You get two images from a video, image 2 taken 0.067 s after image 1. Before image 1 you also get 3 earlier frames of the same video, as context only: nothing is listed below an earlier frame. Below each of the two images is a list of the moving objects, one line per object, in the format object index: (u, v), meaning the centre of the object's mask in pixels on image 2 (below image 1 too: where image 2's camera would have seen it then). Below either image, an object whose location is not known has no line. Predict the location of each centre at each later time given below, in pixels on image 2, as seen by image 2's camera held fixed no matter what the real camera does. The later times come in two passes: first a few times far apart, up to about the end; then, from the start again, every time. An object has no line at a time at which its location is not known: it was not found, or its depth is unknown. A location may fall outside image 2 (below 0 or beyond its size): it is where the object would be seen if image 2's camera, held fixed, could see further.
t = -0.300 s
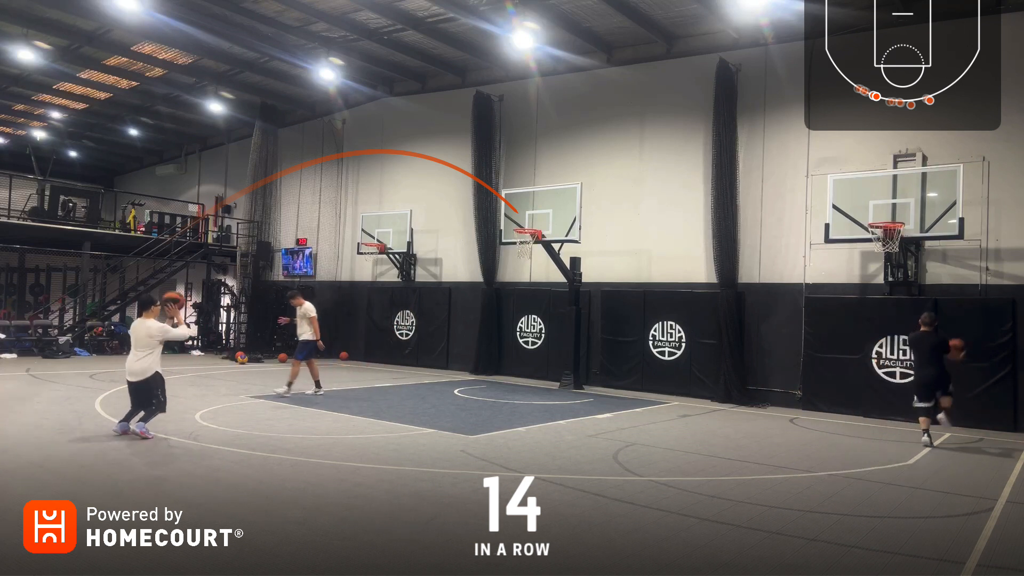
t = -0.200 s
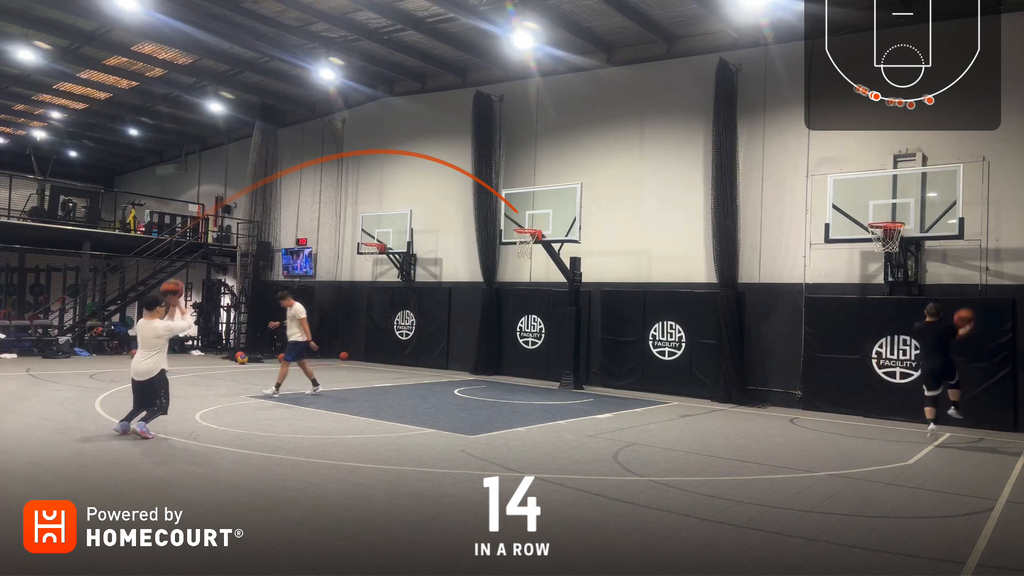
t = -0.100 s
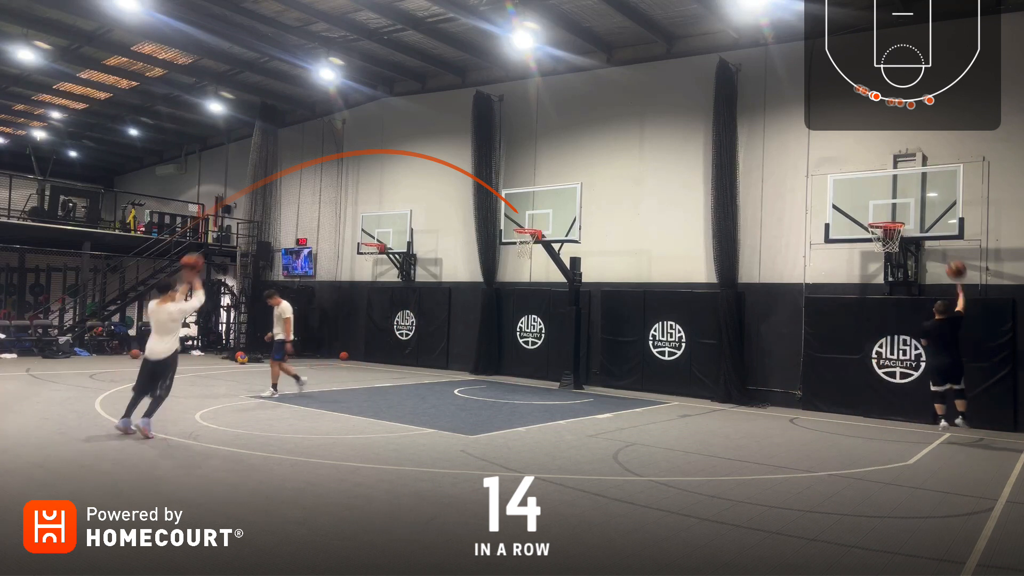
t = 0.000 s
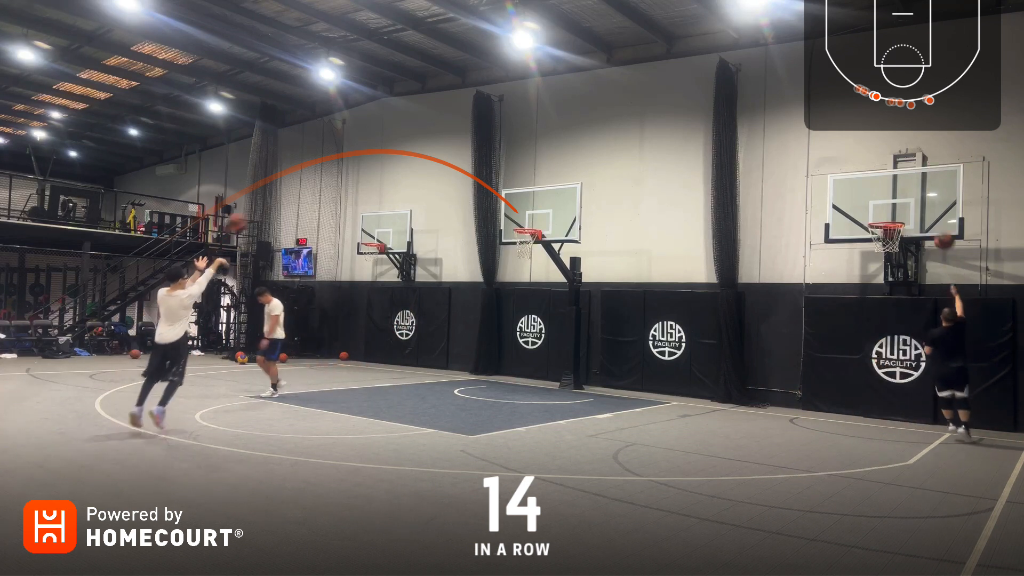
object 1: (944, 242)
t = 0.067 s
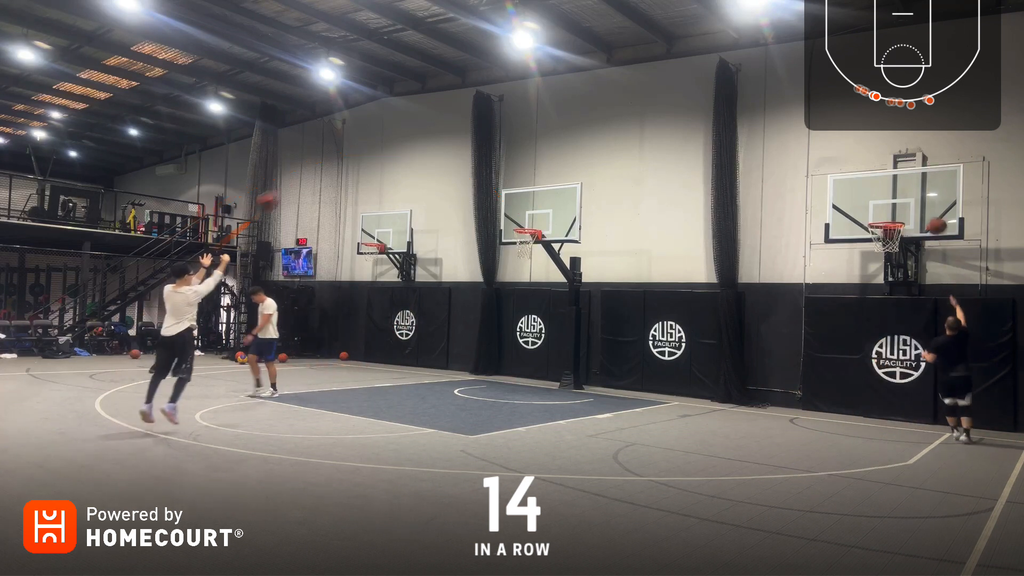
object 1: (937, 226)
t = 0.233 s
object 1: (918, 204)
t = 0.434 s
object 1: (897, 202)
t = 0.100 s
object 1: (933, 220)
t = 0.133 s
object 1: (929, 215)
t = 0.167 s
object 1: (925, 210)
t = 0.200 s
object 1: (921, 207)
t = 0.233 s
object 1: (918, 204)
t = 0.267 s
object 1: (914, 202)
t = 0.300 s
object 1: (911, 200)
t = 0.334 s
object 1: (907, 200)
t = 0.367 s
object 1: (904, 200)
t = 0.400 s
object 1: (901, 201)
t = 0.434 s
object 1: (897, 202)
